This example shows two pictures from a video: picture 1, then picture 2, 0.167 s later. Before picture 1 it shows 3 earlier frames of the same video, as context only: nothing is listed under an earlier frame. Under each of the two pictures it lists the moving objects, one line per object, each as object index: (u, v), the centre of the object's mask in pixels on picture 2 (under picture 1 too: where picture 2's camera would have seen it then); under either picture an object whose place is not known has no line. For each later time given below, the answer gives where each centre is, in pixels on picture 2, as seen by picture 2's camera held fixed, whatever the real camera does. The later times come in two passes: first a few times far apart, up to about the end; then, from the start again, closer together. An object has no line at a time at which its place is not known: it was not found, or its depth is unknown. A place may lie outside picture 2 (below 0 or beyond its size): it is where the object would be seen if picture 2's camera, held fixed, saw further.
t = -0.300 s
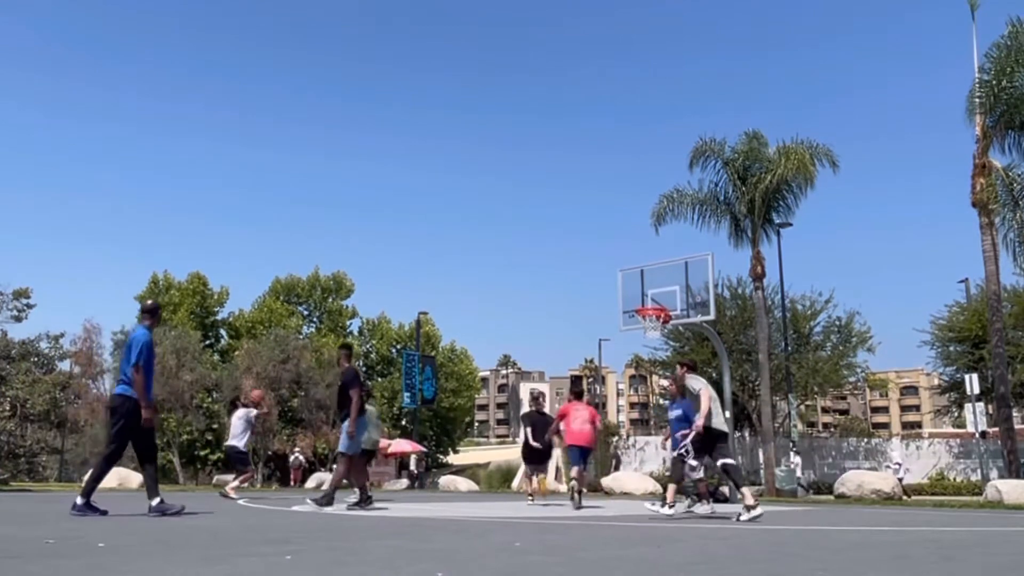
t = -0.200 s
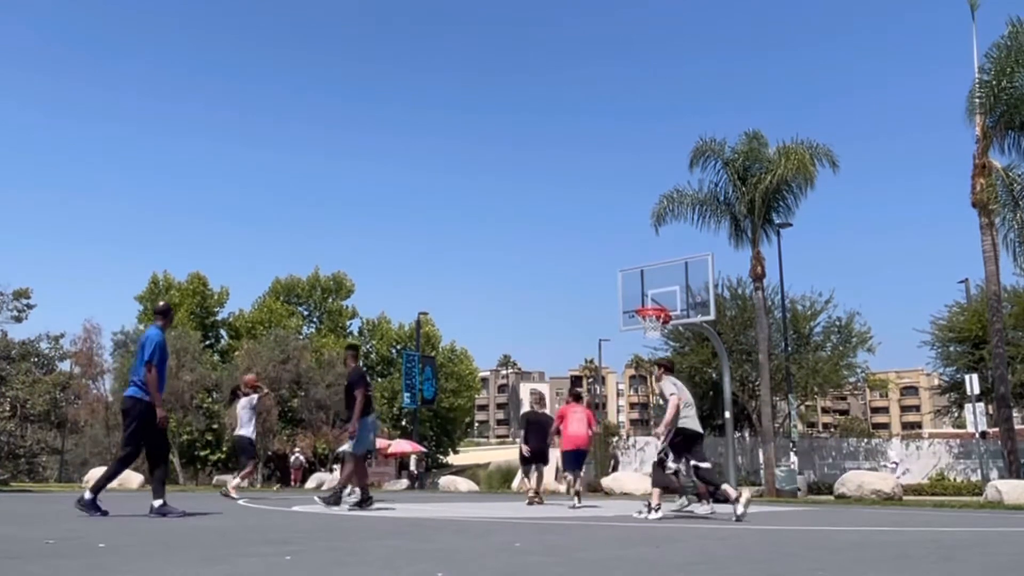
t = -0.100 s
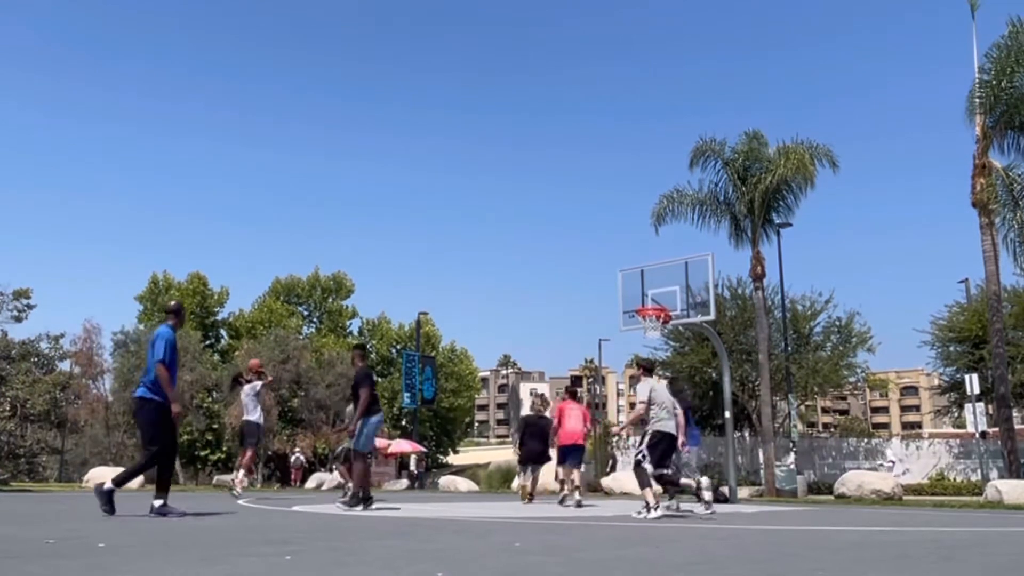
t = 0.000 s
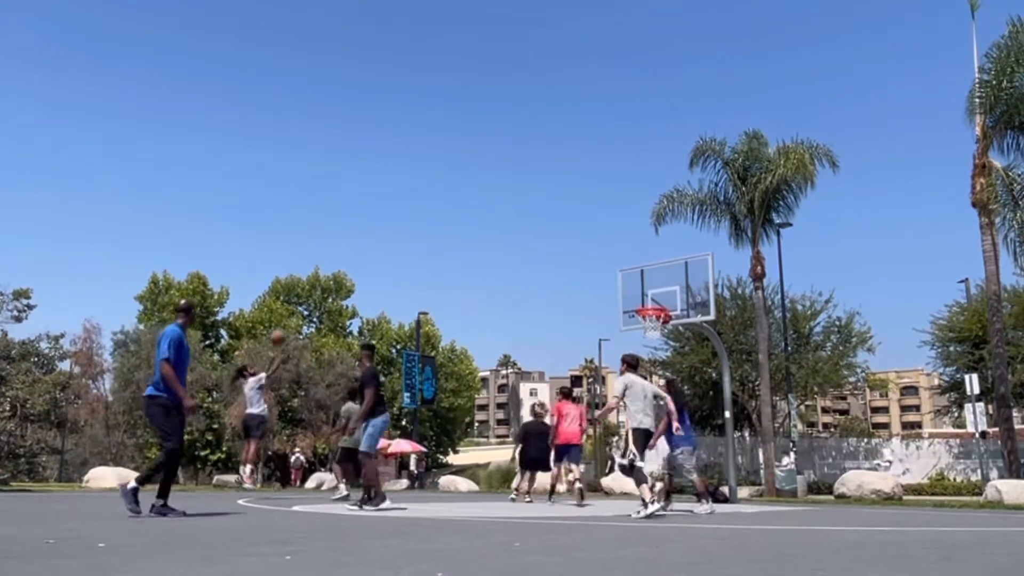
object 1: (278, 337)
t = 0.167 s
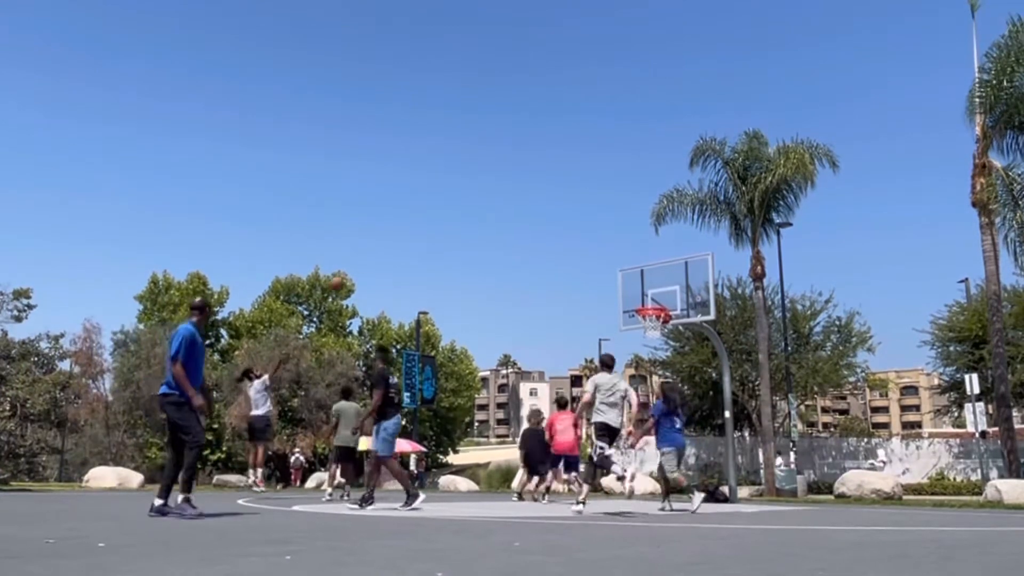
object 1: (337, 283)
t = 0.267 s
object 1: (372, 261)
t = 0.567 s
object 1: (471, 227)
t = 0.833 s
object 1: (556, 241)
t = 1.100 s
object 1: (641, 297)
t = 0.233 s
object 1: (361, 268)
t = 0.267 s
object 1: (372, 261)
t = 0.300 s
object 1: (383, 254)
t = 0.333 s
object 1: (395, 249)
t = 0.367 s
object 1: (406, 244)
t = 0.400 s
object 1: (417, 239)
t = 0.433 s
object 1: (428, 236)
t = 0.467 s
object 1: (439, 232)
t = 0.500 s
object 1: (450, 230)
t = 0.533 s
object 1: (461, 228)
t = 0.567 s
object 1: (471, 227)
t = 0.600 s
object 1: (482, 227)
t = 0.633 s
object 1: (493, 227)
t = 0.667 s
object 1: (503, 228)
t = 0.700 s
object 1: (514, 229)
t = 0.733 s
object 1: (524, 231)
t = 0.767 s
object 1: (535, 233)
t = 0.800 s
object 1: (545, 237)
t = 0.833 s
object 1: (556, 241)
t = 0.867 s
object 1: (567, 246)
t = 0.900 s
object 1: (577, 251)
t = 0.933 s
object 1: (588, 257)
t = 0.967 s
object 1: (598, 264)
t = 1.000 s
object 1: (609, 271)
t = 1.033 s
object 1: (620, 279)
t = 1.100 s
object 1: (641, 297)
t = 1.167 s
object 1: (659, 313)
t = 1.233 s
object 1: (646, 333)
